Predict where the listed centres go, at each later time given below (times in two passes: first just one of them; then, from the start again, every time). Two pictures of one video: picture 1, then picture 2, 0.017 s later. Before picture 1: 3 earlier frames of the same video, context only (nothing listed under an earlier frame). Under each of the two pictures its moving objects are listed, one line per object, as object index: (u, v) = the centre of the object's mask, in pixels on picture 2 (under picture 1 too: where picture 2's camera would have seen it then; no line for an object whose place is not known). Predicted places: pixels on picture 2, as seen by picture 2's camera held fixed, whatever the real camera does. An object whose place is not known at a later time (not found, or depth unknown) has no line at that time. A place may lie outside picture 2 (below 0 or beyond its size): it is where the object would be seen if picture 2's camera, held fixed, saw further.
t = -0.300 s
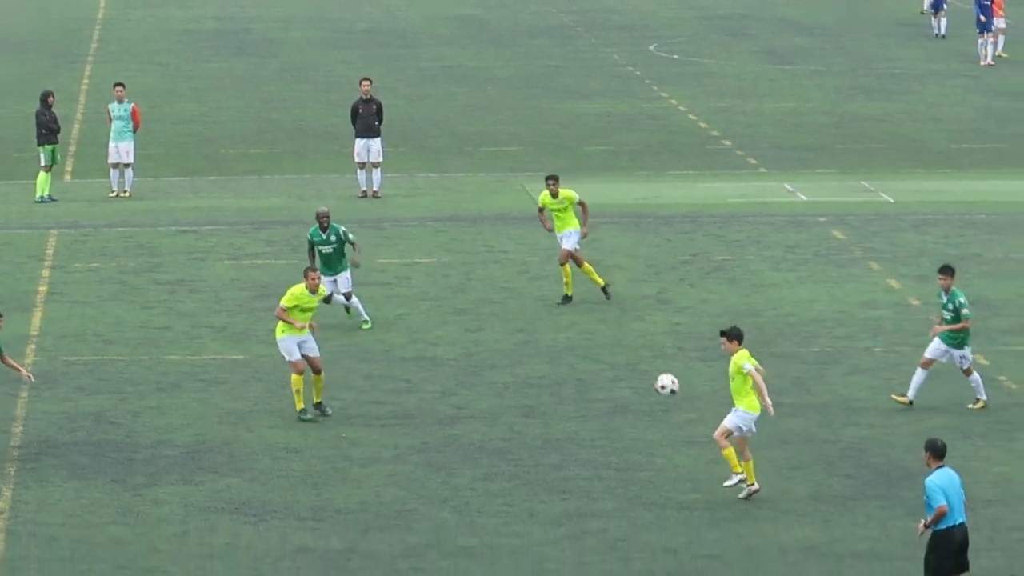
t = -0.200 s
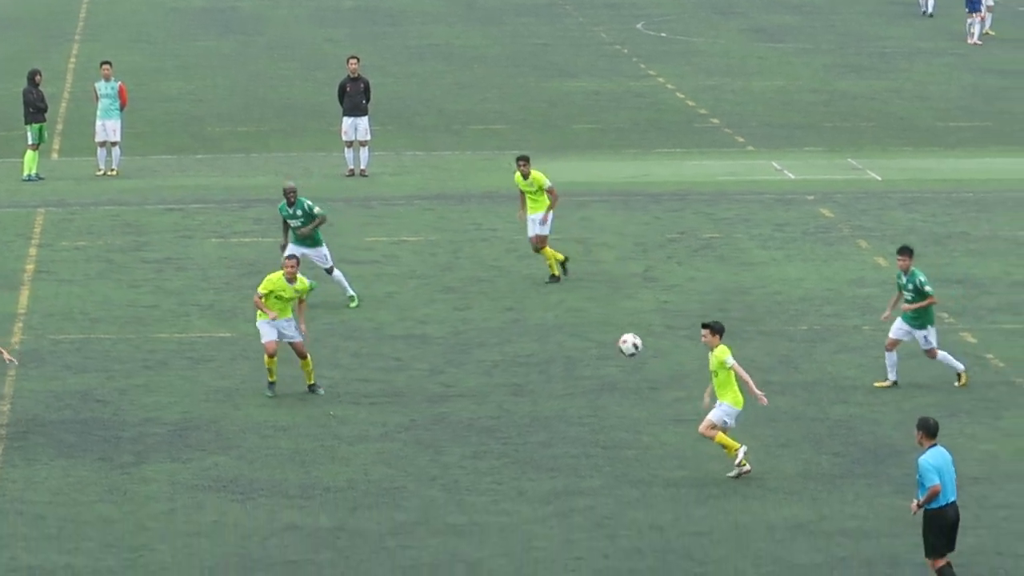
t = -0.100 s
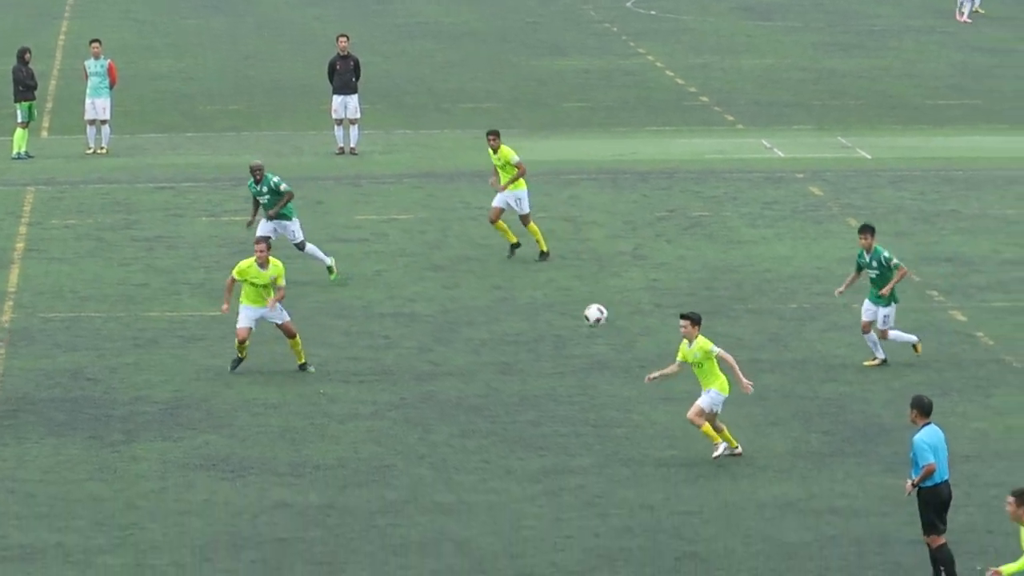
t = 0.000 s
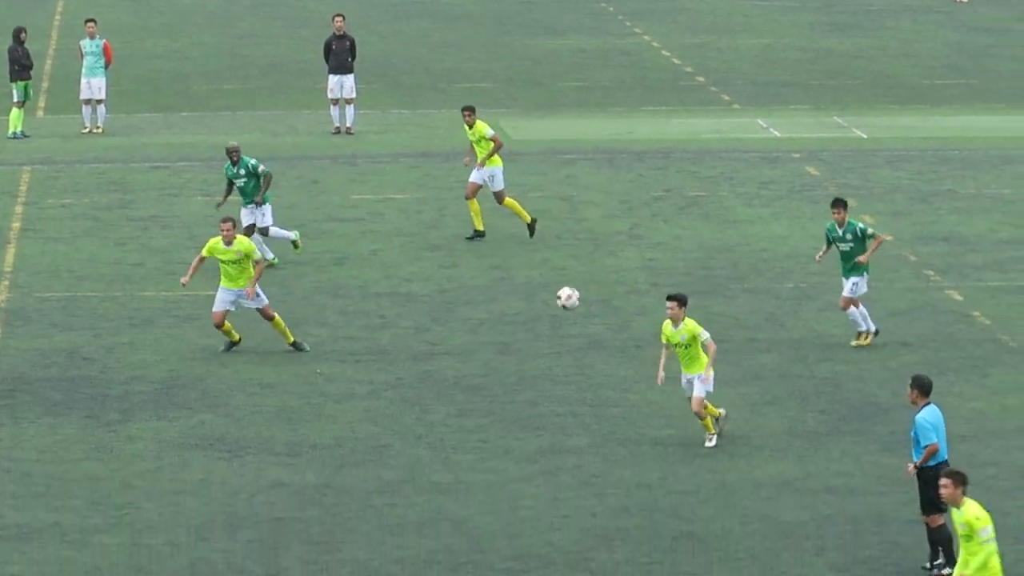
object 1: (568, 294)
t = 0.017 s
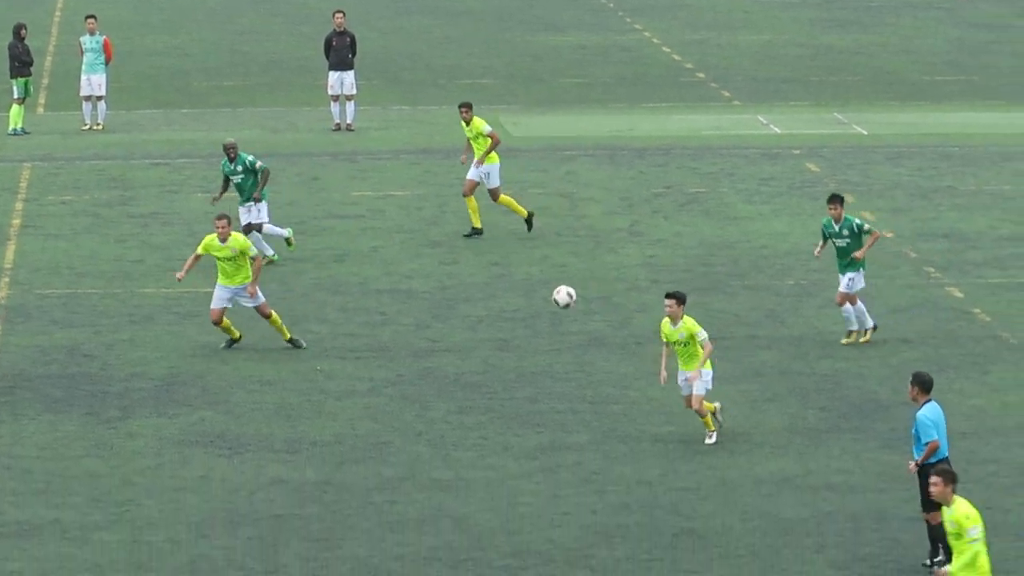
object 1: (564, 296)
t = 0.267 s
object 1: (505, 357)
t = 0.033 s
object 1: (560, 298)
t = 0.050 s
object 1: (556, 300)
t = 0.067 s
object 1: (552, 302)
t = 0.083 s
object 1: (548, 306)
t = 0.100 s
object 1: (544, 309)
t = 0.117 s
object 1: (540, 312)
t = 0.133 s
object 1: (536, 316)
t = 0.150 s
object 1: (533, 320)
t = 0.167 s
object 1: (529, 324)
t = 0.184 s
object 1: (525, 329)
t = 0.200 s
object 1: (521, 333)
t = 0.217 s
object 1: (517, 339)
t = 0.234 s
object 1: (512, 345)
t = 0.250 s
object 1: (509, 350)
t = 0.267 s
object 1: (505, 357)
